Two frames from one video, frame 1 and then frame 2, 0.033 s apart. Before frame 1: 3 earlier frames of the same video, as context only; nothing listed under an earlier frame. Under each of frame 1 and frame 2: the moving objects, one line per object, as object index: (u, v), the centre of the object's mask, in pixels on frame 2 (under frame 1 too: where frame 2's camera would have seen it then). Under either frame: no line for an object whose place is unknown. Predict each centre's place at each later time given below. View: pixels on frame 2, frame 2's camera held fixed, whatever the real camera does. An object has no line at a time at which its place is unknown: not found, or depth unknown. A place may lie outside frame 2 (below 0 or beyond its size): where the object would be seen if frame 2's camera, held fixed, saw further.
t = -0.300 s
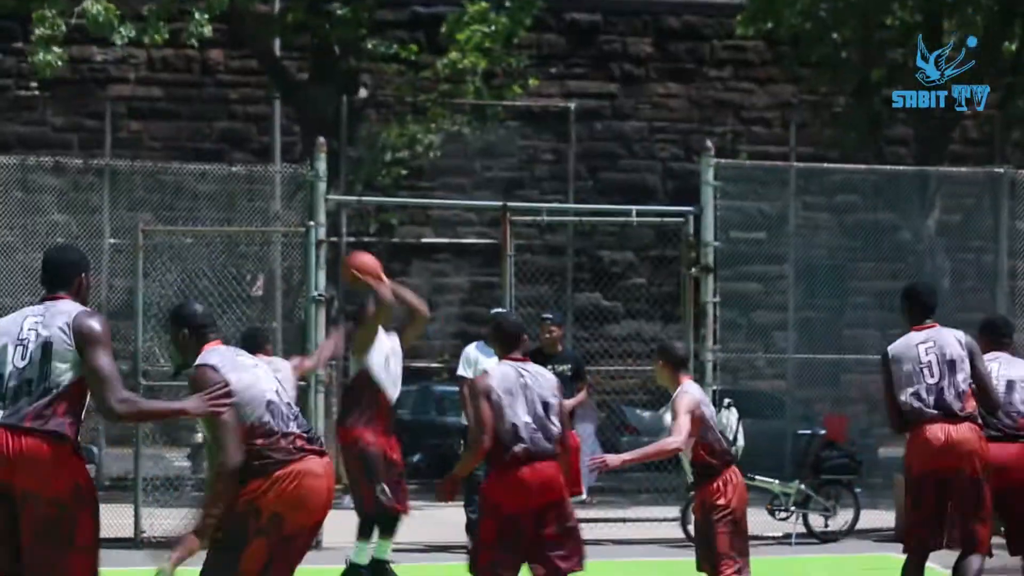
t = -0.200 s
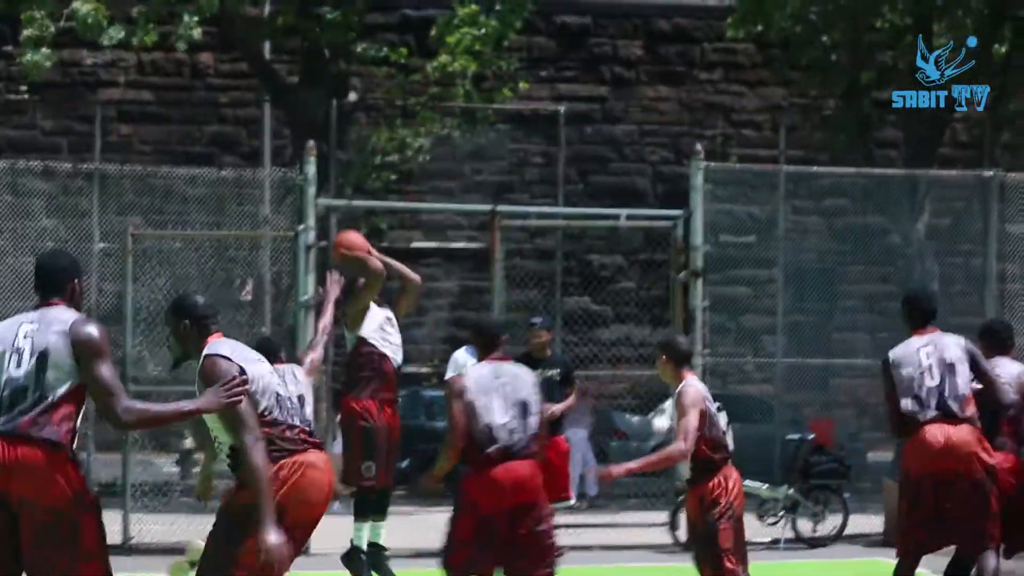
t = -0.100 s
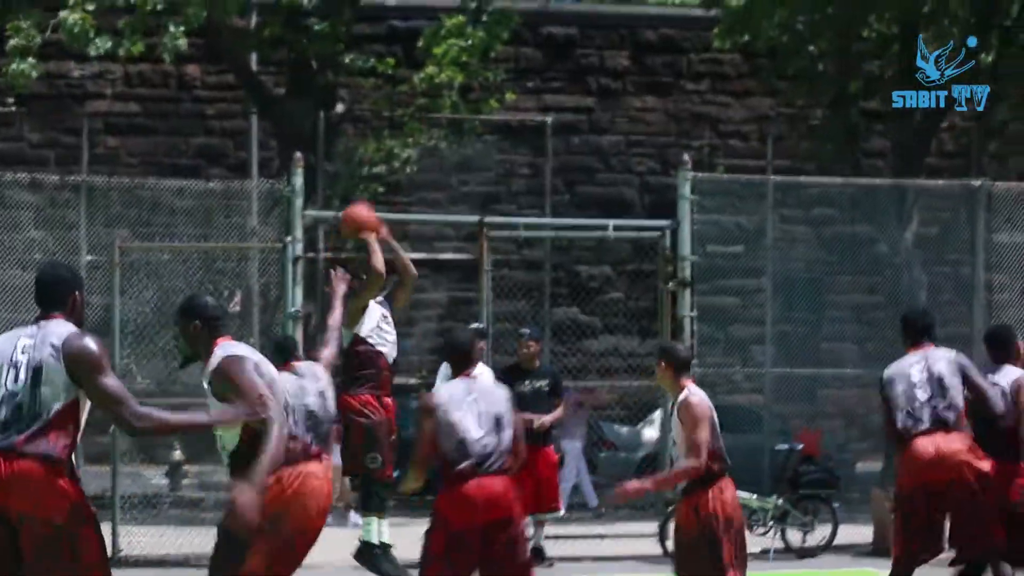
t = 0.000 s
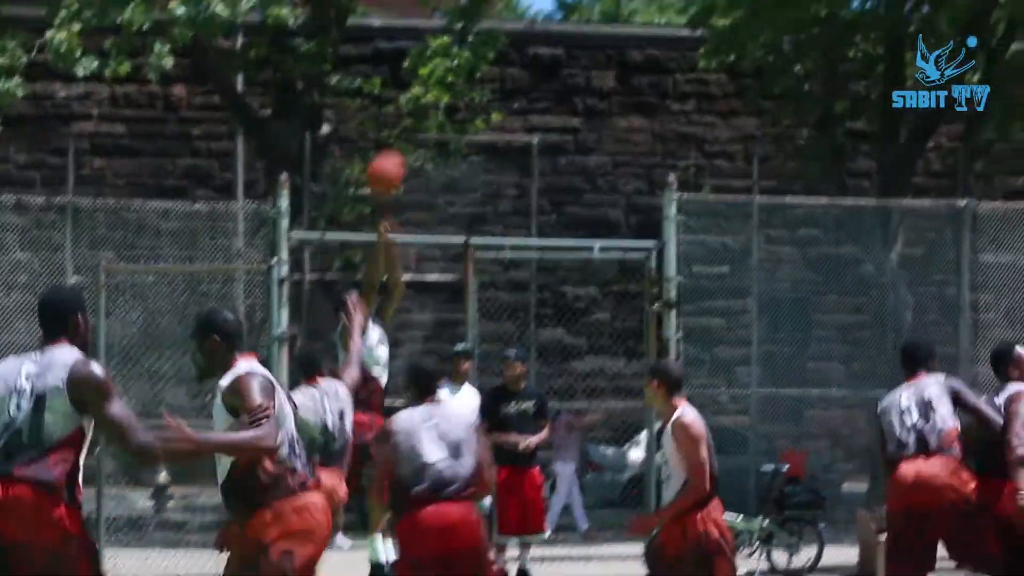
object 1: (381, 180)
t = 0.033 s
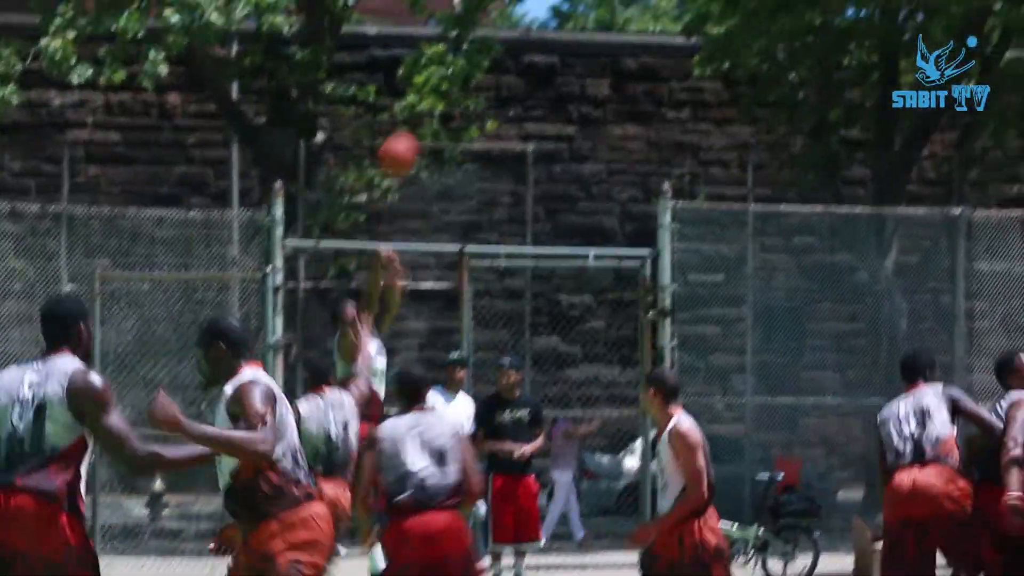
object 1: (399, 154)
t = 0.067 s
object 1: (417, 129)
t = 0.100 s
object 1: (436, 104)
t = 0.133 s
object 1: (454, 82)
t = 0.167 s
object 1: (473, 59)
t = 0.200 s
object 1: (493, 38)
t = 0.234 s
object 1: (512, 18)
